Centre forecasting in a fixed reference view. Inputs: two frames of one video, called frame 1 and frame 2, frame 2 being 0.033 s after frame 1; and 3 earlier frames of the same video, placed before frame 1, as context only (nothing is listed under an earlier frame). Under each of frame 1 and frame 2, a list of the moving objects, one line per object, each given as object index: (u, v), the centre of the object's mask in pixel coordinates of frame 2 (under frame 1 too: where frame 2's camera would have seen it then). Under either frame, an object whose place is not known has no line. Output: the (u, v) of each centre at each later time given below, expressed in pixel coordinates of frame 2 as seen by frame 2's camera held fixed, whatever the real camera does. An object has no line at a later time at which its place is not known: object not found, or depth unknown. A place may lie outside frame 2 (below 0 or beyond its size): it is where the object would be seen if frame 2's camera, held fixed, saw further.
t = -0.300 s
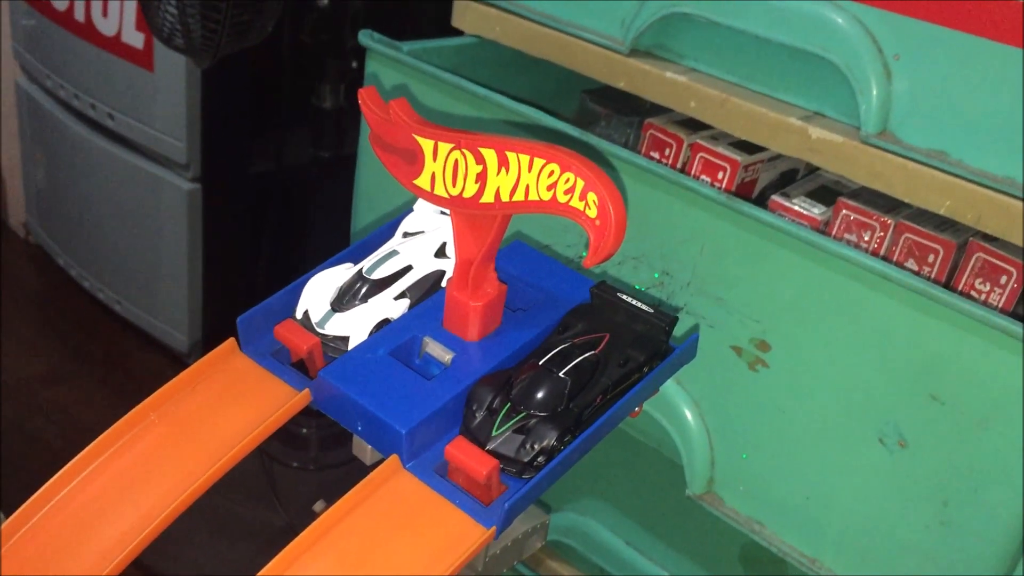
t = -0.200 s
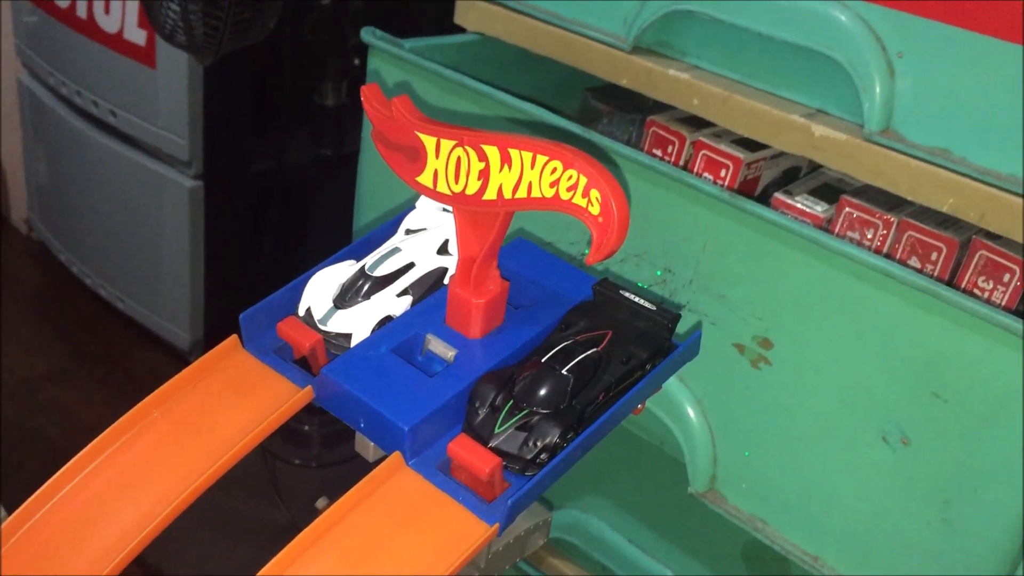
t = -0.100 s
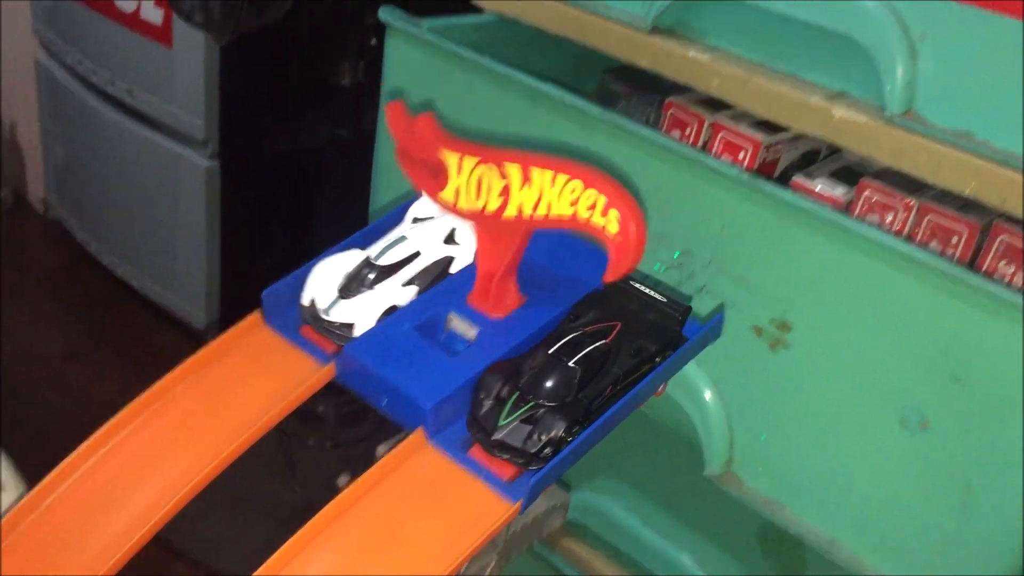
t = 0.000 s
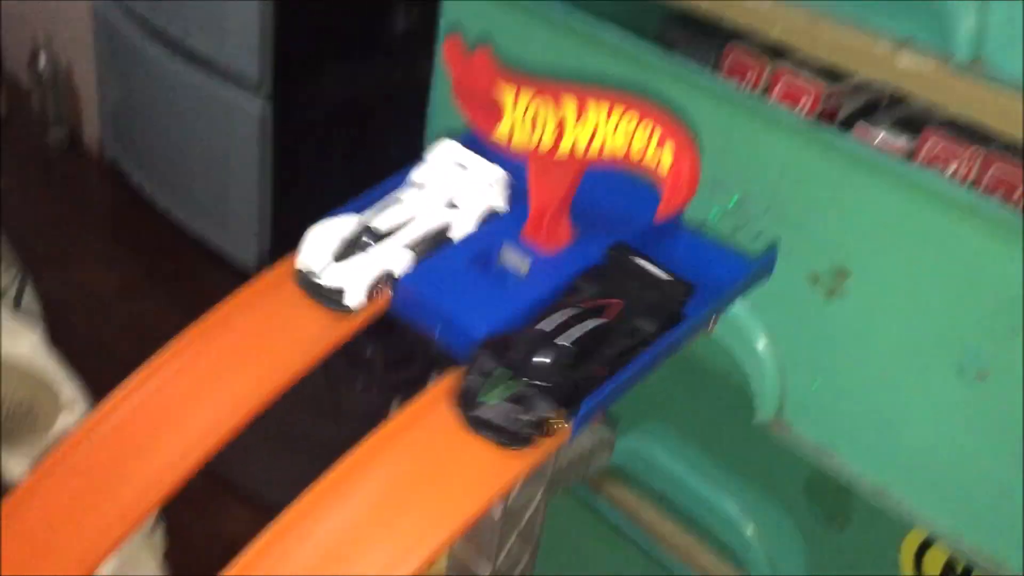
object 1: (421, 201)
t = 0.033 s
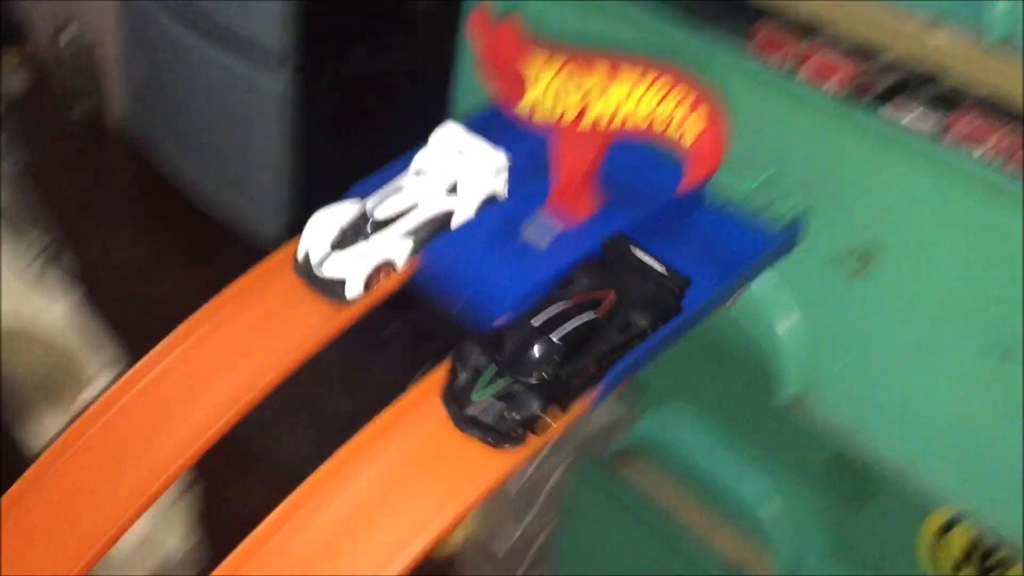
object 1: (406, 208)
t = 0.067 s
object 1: (381, 222)
